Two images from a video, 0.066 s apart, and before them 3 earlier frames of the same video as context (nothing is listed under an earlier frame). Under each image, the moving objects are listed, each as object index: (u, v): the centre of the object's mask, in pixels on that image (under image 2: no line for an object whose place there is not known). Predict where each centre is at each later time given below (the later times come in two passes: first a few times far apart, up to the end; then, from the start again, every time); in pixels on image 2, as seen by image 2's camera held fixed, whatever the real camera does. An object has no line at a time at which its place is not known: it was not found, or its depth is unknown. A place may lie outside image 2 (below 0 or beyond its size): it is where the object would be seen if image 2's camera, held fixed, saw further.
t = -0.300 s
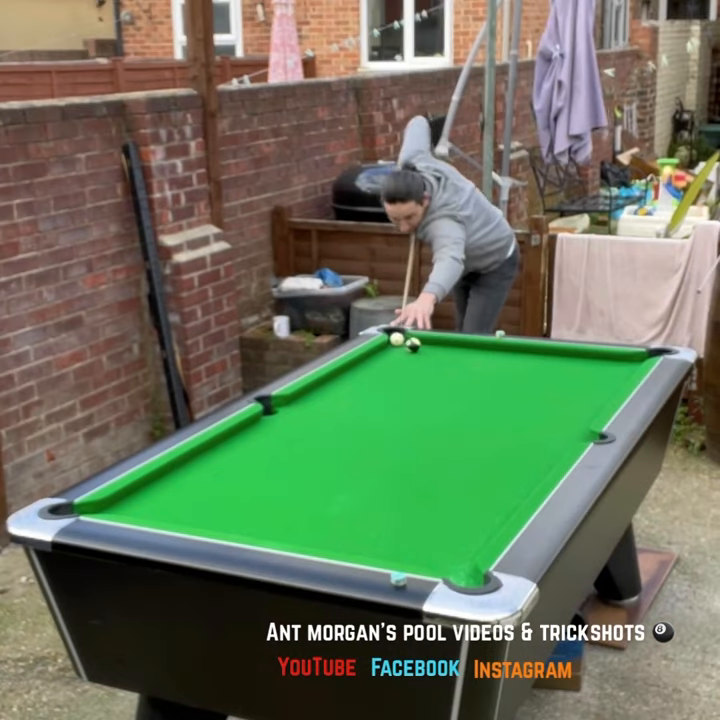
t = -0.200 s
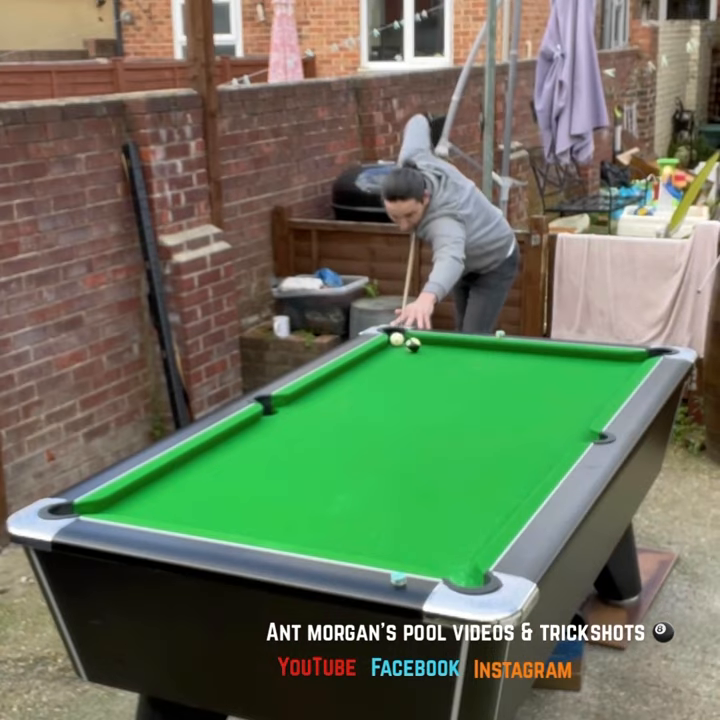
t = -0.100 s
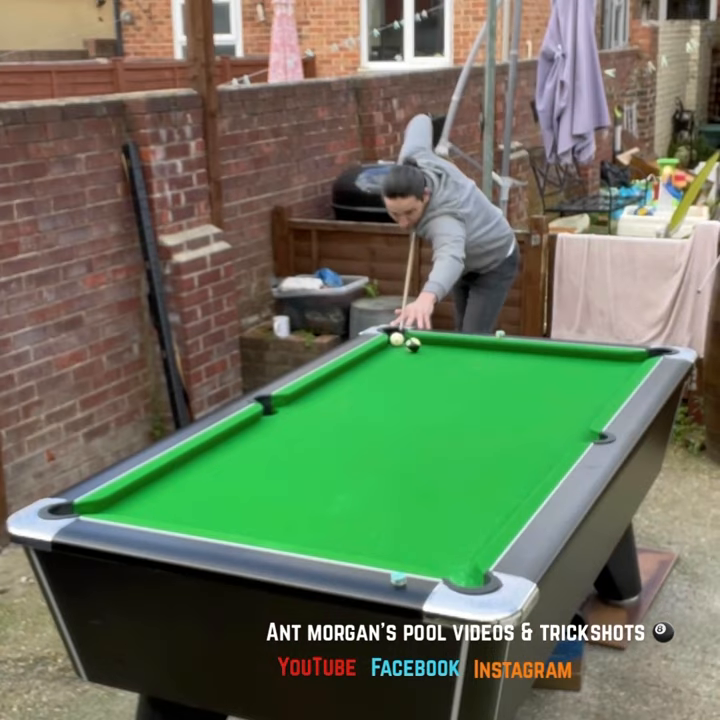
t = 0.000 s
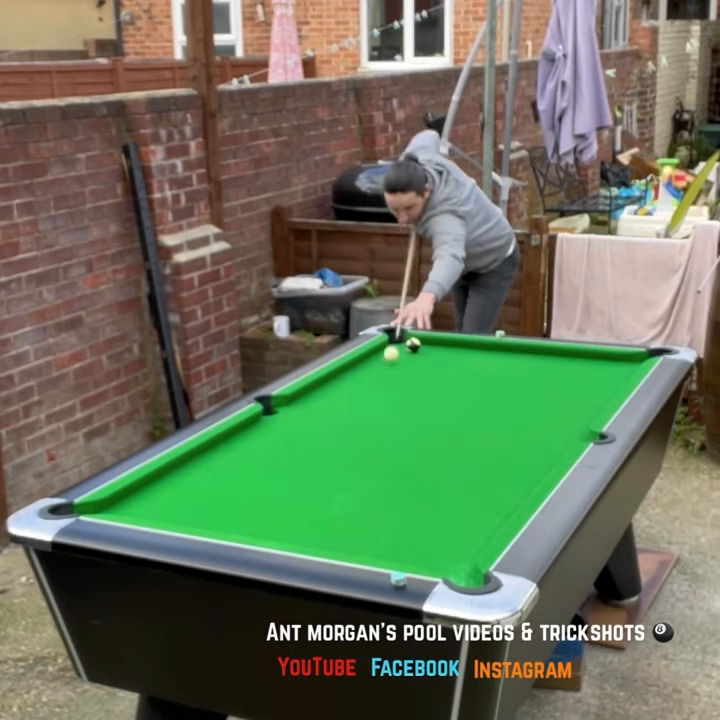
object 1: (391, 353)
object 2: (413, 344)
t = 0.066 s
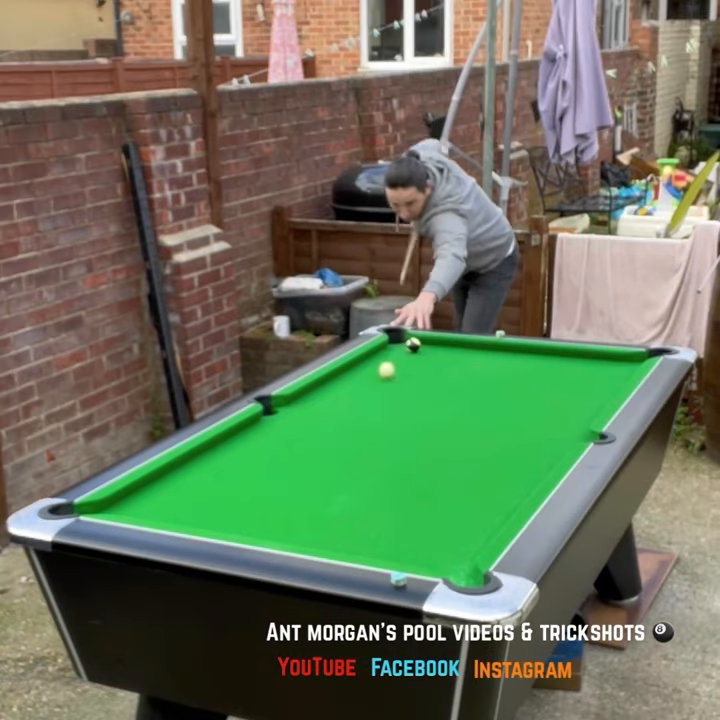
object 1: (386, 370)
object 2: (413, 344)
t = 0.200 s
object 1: (379, 403)
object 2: (412, 343)
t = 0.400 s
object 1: (372, 461)
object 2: (412, 343)
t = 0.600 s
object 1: (361, 539)
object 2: (412, 343)
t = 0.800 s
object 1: (488, 523)
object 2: (412, 343)
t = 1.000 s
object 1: (480, 477)
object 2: (412, 343)
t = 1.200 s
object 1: (463, 439)
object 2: (412, 343)
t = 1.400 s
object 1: (447, 408)
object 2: (412, 343)
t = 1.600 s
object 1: (435, 382)
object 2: (412, 343)
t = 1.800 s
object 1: (423, 360)
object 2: (412, 343)
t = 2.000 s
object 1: (421, 348)
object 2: (406, 339)
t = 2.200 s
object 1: (425, 344)
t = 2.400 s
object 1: (429, 341)
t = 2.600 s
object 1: (419, 341)
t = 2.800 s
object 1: (410, 342)
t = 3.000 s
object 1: (402, 343)
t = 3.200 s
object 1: (395, 343)
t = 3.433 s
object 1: (391, 344)
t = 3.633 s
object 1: (392, 344)
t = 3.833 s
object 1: (393, 344)
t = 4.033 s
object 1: (393, 344)
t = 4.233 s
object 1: (392, 344)
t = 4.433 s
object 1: (392, 344)
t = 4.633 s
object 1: (392, 344)
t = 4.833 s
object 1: (392, 344)
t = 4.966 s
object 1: (392, 344)
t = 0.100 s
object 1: (384, 379)
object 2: (412, 343)
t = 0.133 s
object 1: (382, 386)
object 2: (412, 343)
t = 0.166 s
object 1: (381, 395)
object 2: (412, 343)
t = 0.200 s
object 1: (379, 403)
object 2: (412, 343)
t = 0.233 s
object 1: (378, 412)
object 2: (412, 343)
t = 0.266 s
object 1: (377, 421)
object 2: (412, 343)
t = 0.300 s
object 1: (376, 430)
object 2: (412, 343)
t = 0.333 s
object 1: (374, 440)
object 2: (412, 343)
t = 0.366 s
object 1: (373, 451)
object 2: (412, 343)
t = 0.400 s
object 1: (372, 461)
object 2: (412, 343)
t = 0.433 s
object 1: (370, 473)
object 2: (412, 343)
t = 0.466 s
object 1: (369, 485)
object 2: (412, 343)
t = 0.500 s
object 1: (367, 497)
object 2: (412, 343)
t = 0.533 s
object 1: (365, 510)
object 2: (412, 343)
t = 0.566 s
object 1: (363, 524)
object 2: (412, 343)
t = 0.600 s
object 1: (361, 539)
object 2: (412, 343)
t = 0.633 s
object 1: (359, 551)
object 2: (412, 343)
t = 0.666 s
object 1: (383, 550)
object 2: (412, 343)
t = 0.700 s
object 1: (412, 543)
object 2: (412, 343)
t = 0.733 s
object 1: (439, 535)
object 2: (412, 343)
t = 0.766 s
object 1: (464, 529)
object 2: (412, 343)
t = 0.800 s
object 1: (488, 523)
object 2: (412, 343)
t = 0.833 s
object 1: (501, 515)
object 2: (412, 343)
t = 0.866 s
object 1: (496, 507)
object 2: (412, 343)
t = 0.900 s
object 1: (491, 499)
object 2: (412, 343)
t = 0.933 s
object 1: (487, 491)
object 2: (412, 343)
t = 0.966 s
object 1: (484, 484)
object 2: (412, 343)
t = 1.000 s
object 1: (480, 477)
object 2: (412, 343)
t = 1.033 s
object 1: (477, 470)
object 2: (412, 343)
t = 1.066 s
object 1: (474, 463)
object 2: (412, 343)
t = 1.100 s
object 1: (471, 457)
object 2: (412, 343)
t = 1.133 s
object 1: (468, 451)
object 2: (412, 343)
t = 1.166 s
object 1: (465, 445)
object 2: (412, 343)
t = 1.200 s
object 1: (463, 439)
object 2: (412, 343)
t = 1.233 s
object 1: (460, 433)
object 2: (412, 343)
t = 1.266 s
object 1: (457, 428)
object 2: (412, 343)
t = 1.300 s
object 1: (455, 423)
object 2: (412, 343)
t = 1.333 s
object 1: (452, 417)
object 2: (412, 343)
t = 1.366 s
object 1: (450, 412)
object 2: (412, 343)
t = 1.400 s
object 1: (447, 408)
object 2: (412, 343)
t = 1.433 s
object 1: (445, 403)
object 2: (412, 343)
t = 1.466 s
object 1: (443, 399)
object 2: (412, 343)
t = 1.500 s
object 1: (441, 394)
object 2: (412, 343)
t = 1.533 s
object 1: (438, 390)
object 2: (412, 343)
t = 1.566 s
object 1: (436, 386)
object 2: (412, 343)
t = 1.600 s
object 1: (435, 382)
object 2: (412, 343)
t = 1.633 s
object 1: (433, 378)
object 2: (412, 343)
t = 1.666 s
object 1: (431, 374)
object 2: (412, 343)
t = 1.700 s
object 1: (429, 370)
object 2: (412, 343)
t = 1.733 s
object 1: (427, 367)
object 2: (412, 343)
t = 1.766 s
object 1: (425, 363)
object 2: (412, 343)
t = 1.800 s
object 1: (423, 360)
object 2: (412, 343)
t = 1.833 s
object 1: (421, 356)
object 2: (412, 343)
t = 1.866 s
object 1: (419, 353)
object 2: (411, 342)
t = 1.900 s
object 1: (418, 350)
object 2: (410, 341)
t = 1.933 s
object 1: (418, 349)
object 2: (410, 340)
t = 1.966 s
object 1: (419, 348)
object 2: (408, 340)
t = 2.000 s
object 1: (421, 348)
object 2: (406, 339)
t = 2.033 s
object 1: (421, 347)
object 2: (404, 337)
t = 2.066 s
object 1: (422, 347)
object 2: (401, 335)
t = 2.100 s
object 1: (423, 346)
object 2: (397, 335)
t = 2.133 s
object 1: (424, 346)
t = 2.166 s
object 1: (424, 345)
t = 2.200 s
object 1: (425, 344)
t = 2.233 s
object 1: (426, 343)
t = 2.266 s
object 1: (426, 343)
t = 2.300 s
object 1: (427, 343)
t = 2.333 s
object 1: (428, 342)
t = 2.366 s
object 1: (428, 341)
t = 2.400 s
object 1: (429, 341)
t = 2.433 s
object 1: (428, 341)
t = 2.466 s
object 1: (426, 341)
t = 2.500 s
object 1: (424, 341)
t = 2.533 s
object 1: (422, 341)
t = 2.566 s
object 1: (421, 341)
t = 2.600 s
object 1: (419, 341)
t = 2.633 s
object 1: (418, 342)
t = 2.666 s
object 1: (416, 342)
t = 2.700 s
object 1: (414, 342)
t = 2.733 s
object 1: (413, 342)
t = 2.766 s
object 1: (412, 342)
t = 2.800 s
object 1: (410, 342)
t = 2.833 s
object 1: (409, 343)
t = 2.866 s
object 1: (407, 342)
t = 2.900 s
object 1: (406, 343)
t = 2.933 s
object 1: (405, 343)
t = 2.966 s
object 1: (403, 343)
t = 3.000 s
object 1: (402, 343)
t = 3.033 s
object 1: (400, 343)
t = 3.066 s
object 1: (399, 343)
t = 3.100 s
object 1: (398, 343)
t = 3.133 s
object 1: (397, 343)
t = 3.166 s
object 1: (396, 343)
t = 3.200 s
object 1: (395, 343)
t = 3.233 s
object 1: (394, 343)
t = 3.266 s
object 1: (392, 343)
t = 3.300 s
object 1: (392, 343)
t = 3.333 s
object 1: (391, 344)
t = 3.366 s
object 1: (391, 344)
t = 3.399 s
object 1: (391, 344)
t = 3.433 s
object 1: (391, 344)
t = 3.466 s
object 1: (391, 344)
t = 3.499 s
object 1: (392, 344)
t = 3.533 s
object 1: (392, 344)
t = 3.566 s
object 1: (392, 344)
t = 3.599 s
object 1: (392, 344)
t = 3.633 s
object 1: (392, 344)
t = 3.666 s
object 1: (393, 344)
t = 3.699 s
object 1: (393, 344)
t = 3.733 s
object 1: (393, 344)
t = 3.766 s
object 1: (393, 344)
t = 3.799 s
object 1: (393, 344)
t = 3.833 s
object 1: (393, 344)
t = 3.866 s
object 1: (393, 344)
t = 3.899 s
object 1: (393, 344)
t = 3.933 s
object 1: (393, 344)
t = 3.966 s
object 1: (393, 344)
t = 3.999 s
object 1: (393, 344)
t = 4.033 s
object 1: (393, 344)
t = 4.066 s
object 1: (393, 344)
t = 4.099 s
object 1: (393, 344)
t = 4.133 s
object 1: (393, 344)
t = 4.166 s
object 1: (392, 344)
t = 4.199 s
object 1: (393, 344)
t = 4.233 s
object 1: (392, 344)
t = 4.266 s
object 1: (392, 344)
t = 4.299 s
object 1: (392, 344)
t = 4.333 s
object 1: (392, 344)
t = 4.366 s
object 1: (392, 344)
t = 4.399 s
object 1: (392, 344)
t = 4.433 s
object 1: (392, 344)
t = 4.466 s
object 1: (392, 344)
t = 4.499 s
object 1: (392, 344)
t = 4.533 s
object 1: (392, 344)
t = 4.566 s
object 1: (392, 344)
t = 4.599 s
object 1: (392, 344)
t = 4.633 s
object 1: (392, 344)
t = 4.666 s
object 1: (392, 344)
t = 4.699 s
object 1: (392, 344)
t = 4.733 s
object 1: (392, 344)
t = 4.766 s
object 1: (392, 344)
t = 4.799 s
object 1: (392, 344)
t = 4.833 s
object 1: (392, 344)
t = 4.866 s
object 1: (392, 344)
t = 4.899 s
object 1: (392, 344)
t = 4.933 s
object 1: (392, 344)
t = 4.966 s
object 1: (392, 344)
